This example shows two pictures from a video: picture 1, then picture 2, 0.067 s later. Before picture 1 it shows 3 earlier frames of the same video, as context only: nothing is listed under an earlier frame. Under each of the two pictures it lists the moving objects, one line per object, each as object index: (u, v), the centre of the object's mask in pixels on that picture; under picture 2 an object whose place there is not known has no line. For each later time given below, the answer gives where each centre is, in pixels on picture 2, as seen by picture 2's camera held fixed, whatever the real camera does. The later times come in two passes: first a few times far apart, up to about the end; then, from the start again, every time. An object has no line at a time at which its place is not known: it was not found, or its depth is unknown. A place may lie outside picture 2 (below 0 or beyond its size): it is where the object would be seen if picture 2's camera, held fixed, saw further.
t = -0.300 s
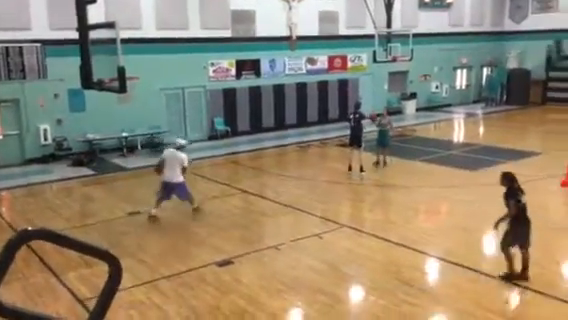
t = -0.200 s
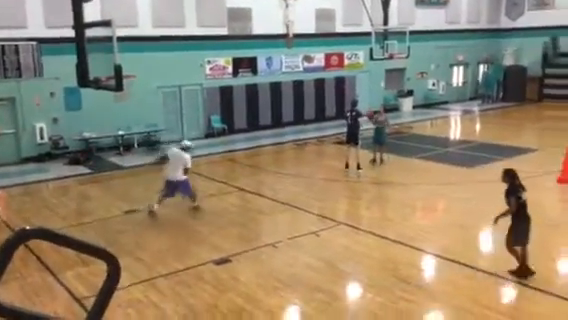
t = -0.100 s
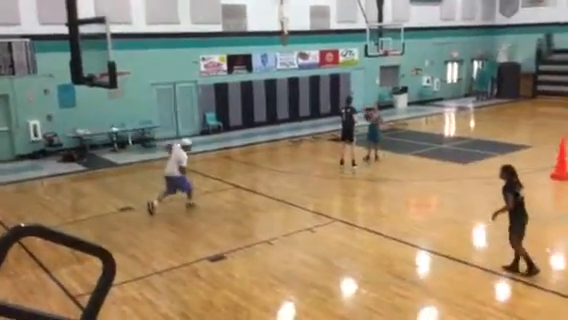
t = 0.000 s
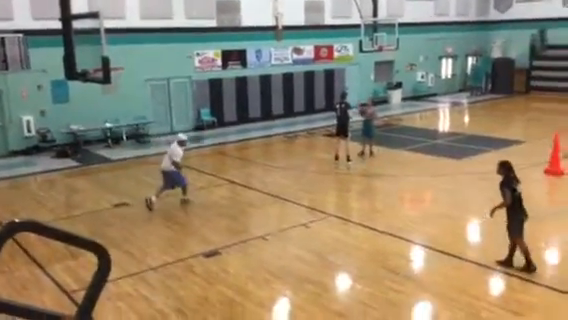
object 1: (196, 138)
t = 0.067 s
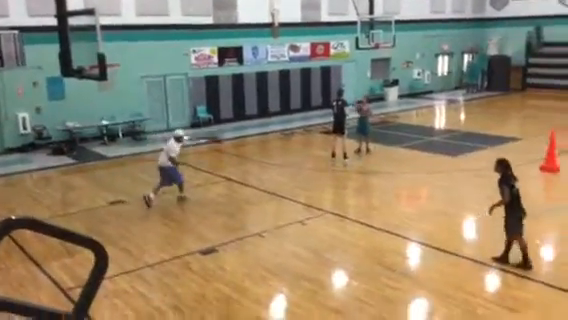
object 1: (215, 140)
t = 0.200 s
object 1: (261, 160)
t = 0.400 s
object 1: (342, 213)
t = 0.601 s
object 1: (402, 199)
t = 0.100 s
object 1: (226, 144)
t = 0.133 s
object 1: (237, 148)
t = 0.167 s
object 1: (250, 154)
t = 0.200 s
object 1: (261, 160)
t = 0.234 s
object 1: (274, 168)
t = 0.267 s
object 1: (287, 174)
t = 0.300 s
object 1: (299, 182)
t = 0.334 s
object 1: (313, 191)
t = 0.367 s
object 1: (329, 203)
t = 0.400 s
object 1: (342, 213)
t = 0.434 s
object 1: (357, 222)
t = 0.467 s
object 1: (364, 216)
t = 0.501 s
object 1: (375, 211)
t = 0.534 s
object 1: (383, 206)
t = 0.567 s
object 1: (392, 203)
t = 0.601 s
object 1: (402, 199)
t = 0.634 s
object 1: (412, 195)
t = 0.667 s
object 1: (421, 193)
